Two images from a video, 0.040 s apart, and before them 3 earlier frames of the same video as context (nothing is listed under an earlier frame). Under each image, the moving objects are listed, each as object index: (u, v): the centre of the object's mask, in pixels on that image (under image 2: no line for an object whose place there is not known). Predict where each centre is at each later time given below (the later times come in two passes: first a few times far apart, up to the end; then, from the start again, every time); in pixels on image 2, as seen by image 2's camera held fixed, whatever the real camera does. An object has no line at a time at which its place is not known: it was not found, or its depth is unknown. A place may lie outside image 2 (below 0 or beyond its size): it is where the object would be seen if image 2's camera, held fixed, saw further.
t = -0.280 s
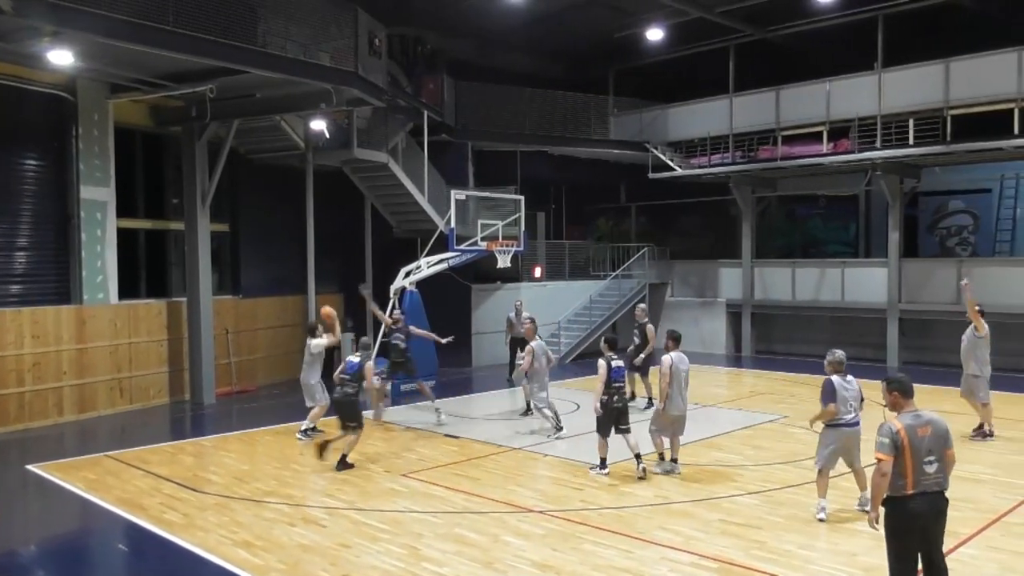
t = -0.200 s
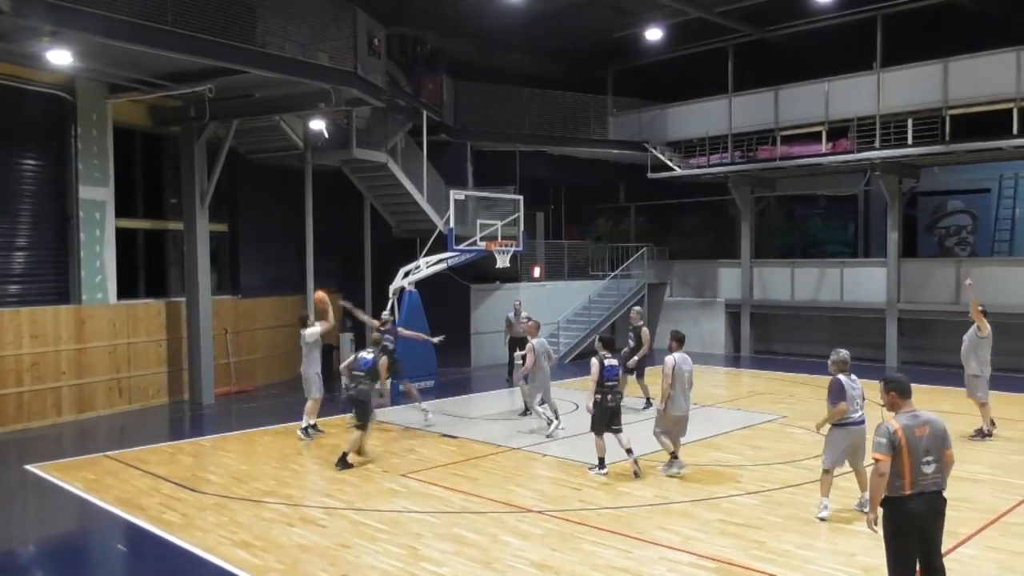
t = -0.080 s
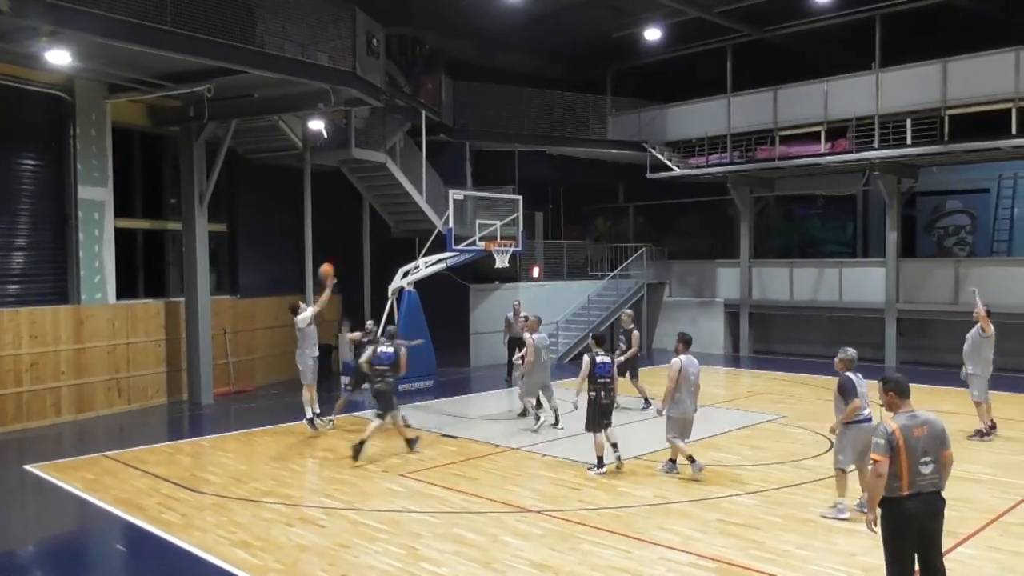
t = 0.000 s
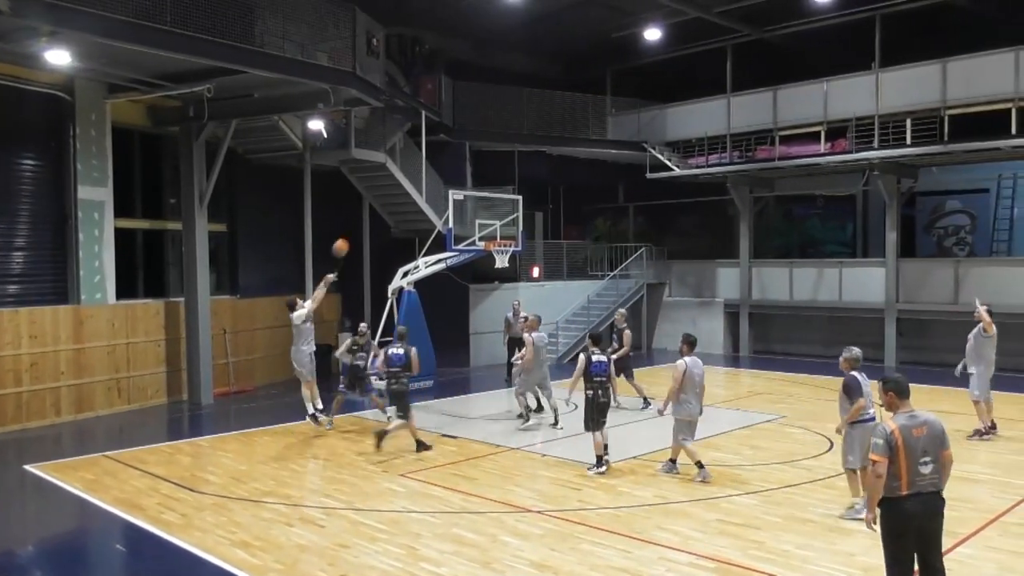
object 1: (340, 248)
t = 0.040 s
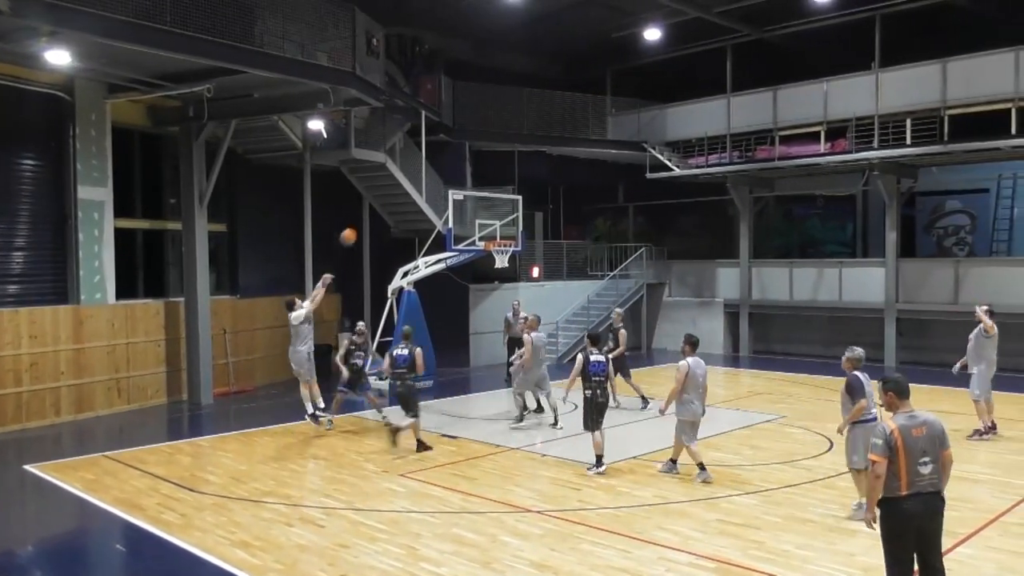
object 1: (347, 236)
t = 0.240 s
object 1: (387, 198)
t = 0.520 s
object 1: (436, 186)
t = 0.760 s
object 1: (474, 211)
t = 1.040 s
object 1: (494, 212)
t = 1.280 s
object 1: (496, 205)
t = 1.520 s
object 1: (500, 227)
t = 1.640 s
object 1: (501, 248)
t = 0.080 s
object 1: (355, 227)
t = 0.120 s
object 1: (363, 218)
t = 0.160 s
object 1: (371, 210)
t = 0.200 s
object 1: (379, 204)
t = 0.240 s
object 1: (387, 198)
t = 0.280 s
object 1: (393, 194)
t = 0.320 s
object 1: (401, 190)
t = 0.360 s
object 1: (408, 188)
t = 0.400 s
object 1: (415, 186)
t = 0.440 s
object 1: (422, 185)
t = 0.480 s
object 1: (429, 186)
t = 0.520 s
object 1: (436, 186)
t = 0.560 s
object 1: (441, 189)
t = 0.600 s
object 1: (448, 191)
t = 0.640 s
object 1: (455, 196)
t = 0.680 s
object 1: (463, 201)
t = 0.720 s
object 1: (468, 205)
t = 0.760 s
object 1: (474, 211)
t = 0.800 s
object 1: (480, 218)
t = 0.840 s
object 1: (485, 226)
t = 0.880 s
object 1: (492, 235)
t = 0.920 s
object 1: (492, 229)
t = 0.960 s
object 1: (493, 223)
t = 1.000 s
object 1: (493, 218)
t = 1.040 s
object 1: (494, 212)
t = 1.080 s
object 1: (494, 209)
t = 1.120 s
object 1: (495, 207)
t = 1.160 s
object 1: (495, 205)
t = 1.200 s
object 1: (495, 205)
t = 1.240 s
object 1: (495, 205)
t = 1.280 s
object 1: (496, 205)
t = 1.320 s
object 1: (497, 206)
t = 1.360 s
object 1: (497, 208)
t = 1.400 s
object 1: (499, 211)
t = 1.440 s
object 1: (499, 215)
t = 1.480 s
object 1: (499, 221)
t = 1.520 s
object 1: (500, 227)
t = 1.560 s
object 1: (501, 235)
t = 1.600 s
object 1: (502, 238)
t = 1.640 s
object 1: (501, 248)
